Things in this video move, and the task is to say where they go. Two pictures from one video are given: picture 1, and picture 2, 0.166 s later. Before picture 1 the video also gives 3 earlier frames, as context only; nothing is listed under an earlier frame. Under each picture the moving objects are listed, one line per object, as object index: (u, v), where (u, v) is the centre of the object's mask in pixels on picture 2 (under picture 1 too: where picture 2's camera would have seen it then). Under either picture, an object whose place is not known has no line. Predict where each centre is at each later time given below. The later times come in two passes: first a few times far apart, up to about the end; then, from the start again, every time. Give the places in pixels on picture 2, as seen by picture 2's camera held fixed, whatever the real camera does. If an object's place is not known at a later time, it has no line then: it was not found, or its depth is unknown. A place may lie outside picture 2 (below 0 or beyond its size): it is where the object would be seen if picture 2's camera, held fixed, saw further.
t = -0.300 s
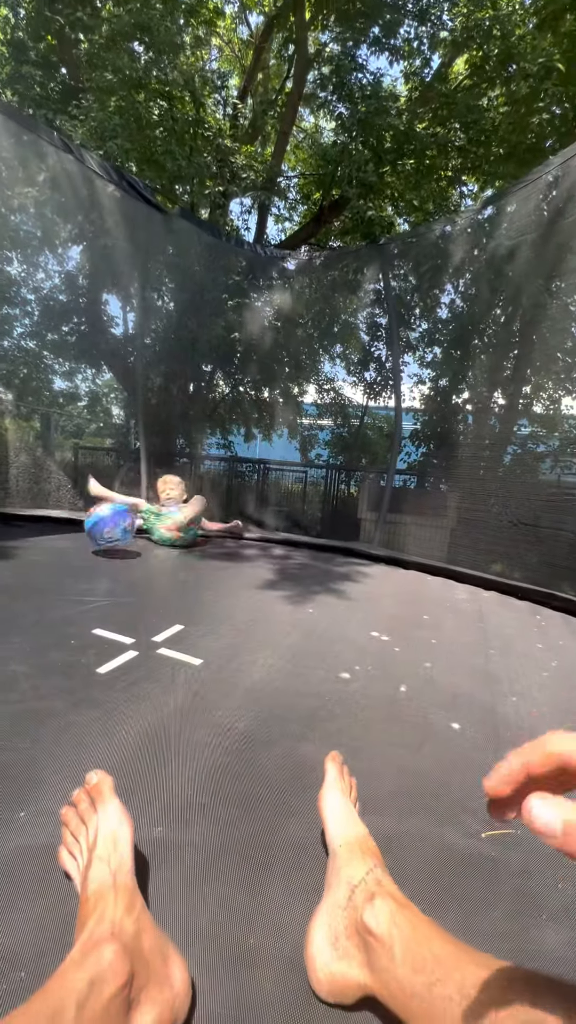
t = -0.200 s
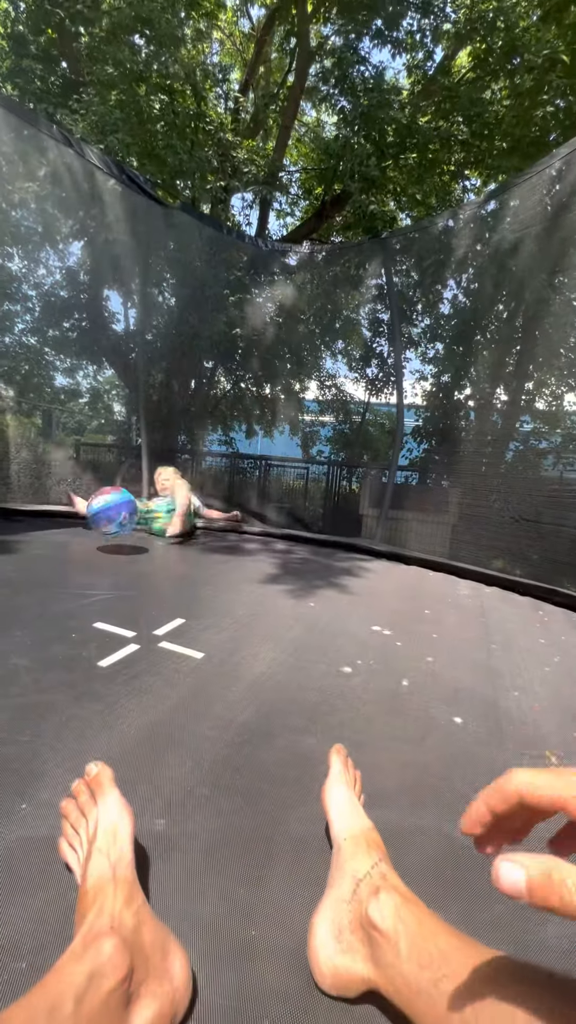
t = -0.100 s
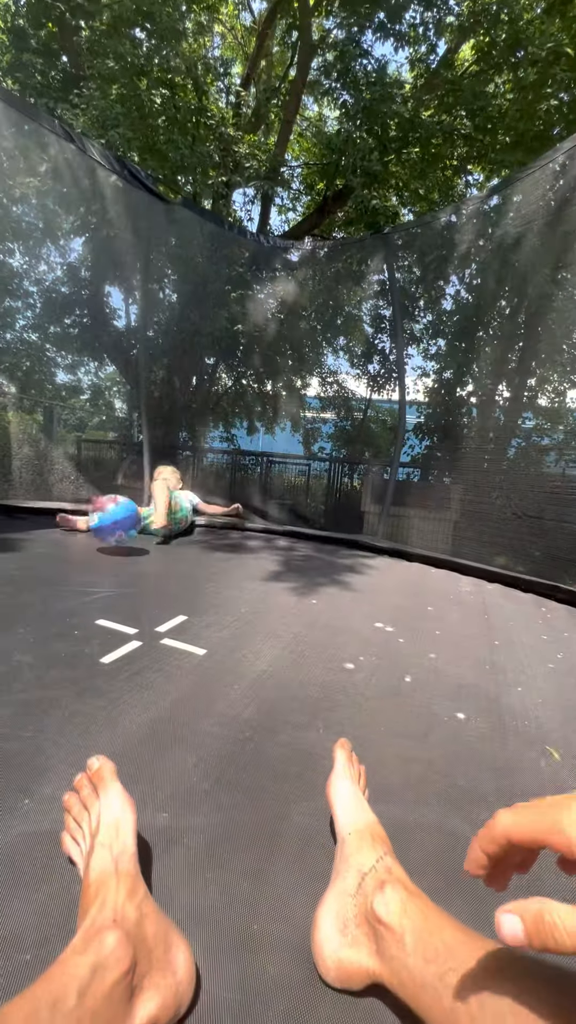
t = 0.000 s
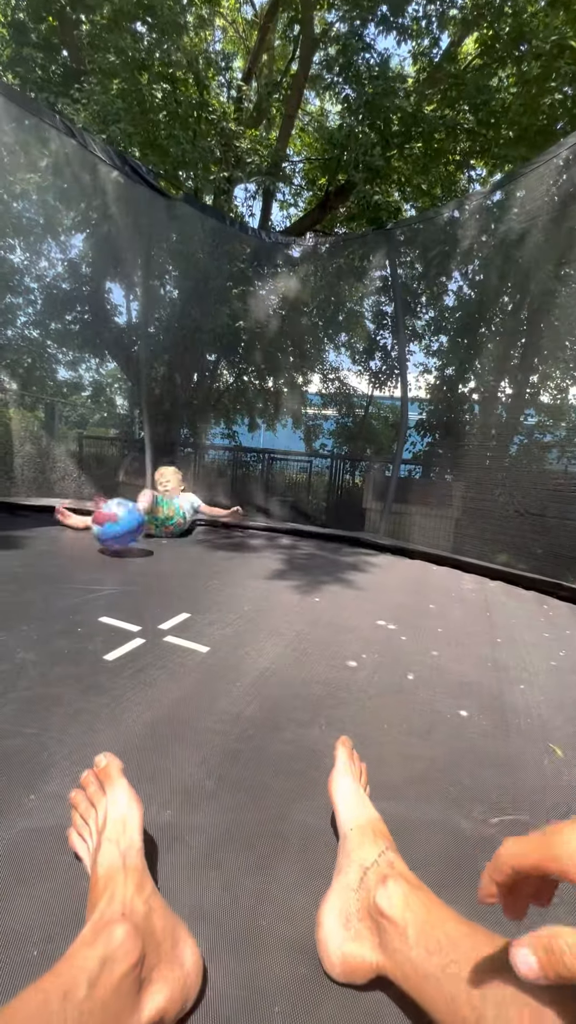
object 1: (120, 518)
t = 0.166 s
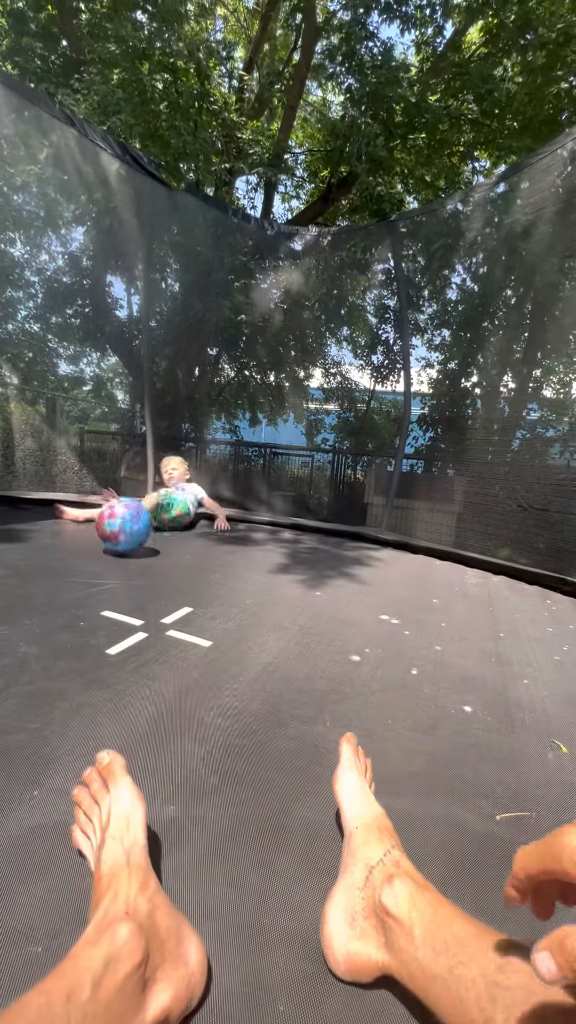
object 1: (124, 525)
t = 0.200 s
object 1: (125, 526)
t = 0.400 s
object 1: (131, 536)
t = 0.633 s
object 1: (142, 548)
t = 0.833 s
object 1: (155, 559)
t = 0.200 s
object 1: (125, 526)
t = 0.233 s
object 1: (125, 528)
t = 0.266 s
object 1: (126, 531)
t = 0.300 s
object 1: (127, 531)
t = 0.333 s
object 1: (128, 533)
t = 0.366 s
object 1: (129, 537)
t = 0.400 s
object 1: (131, 536)
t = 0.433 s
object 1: (133, 539)
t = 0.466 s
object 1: (134, 540)
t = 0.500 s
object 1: (135, 542)
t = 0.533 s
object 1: (137, 544)
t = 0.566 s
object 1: (139, 545)
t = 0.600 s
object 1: (140, 547)
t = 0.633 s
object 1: (142, 548)
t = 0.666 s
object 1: (144, 550)
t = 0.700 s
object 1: (146, 552)
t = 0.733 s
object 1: (149, 552)
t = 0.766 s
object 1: (151, 555)
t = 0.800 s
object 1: (153, 559)
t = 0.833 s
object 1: (155, 559)
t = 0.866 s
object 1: (158, 560)
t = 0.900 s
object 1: (161, 564)
